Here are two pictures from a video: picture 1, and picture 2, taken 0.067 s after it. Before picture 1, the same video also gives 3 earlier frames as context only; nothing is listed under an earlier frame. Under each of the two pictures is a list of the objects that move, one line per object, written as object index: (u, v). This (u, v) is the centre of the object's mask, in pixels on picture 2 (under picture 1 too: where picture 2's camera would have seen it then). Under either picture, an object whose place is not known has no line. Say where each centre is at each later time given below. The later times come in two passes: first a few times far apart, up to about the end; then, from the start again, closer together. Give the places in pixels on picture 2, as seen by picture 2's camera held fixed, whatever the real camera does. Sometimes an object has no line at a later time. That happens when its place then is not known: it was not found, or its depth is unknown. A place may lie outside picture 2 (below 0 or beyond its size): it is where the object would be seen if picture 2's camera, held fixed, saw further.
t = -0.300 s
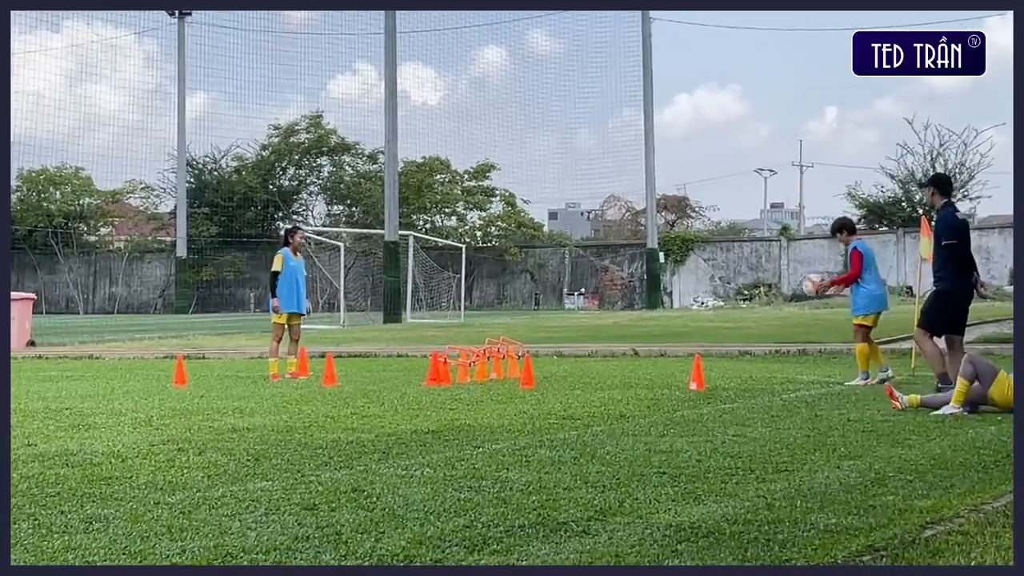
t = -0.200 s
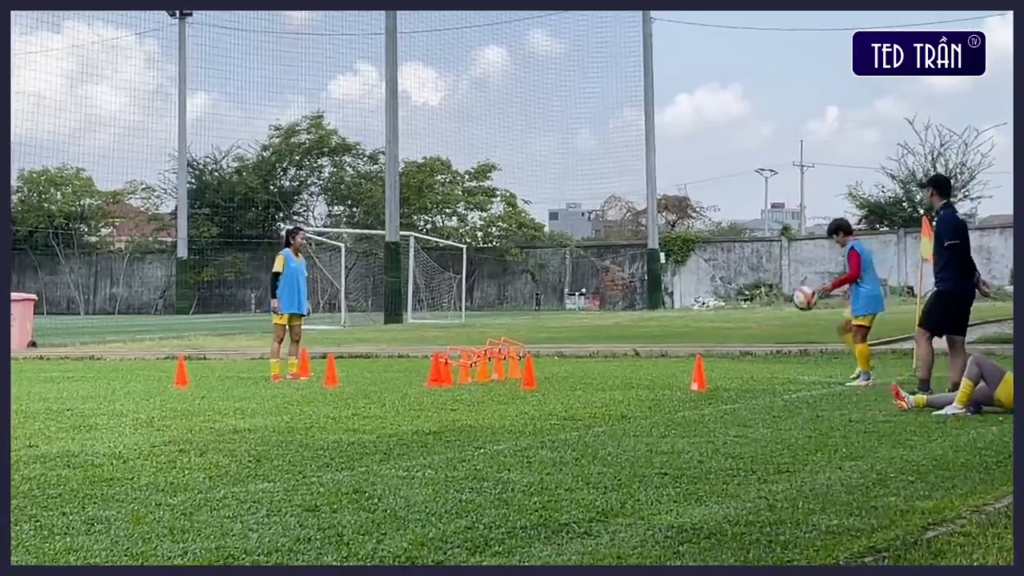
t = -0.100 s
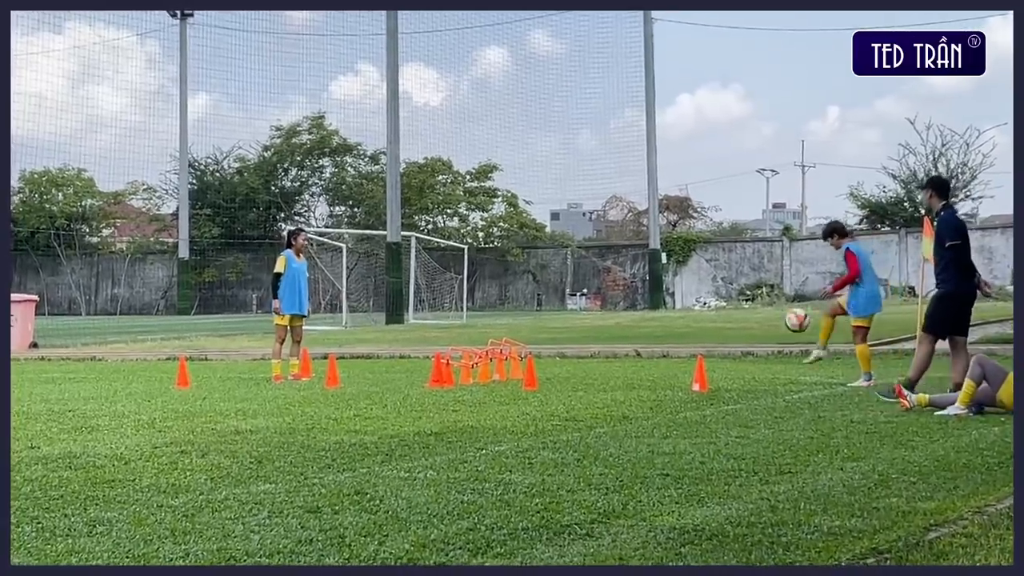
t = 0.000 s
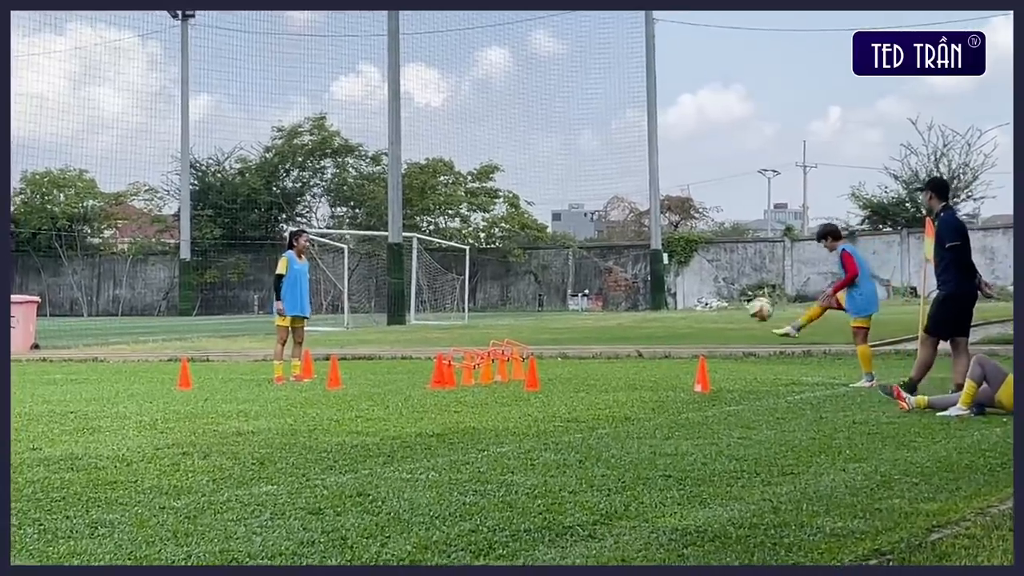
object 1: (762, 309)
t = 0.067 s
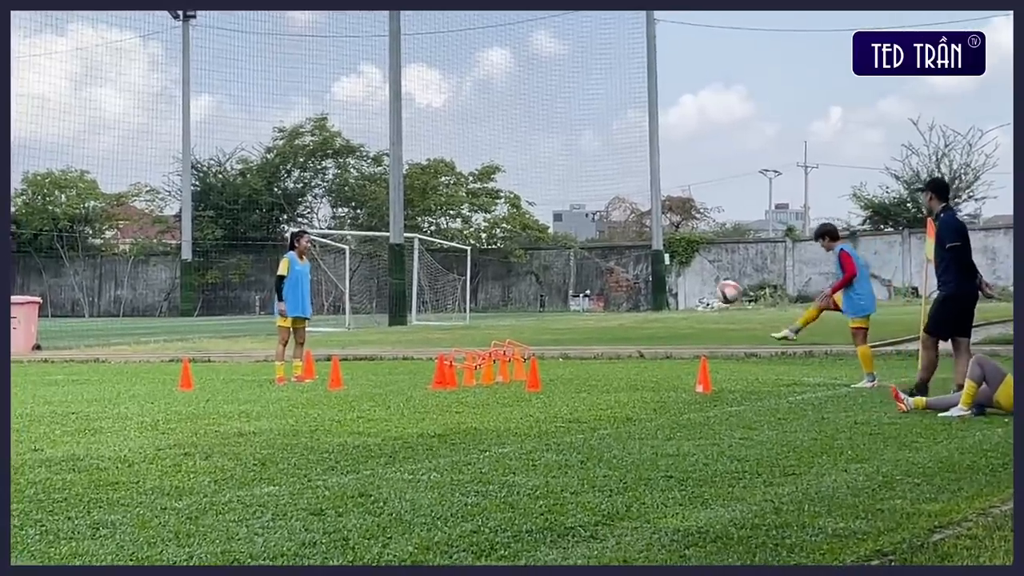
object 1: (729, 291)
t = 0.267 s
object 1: (630, 268)
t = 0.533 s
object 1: (515, 300)
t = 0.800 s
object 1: (418, 359)
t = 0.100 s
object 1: (712, 285)
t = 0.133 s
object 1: (694, 279)
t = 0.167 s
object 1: (677, 274)
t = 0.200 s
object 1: (661, 270)
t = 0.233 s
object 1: (646, 268)
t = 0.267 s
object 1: (630, 268)
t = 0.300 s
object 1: (615, 269)
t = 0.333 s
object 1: (600, 270)
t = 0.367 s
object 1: (585, 271)
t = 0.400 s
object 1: (571, 276)
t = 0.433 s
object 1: (556, 279)
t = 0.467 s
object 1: (542, 285)
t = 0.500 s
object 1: (529, 292)
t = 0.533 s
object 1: (515, 300)
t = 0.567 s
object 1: (502, 310)
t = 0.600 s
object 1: (489, 320)
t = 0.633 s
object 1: (476, 330)
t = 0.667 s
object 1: (462, 341)
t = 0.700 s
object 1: (450, 351)
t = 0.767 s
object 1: (427, 366)
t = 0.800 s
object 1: (418, 359)
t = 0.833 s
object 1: (410, 355)
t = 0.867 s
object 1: (400, 350)
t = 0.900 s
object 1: (391, 347)
